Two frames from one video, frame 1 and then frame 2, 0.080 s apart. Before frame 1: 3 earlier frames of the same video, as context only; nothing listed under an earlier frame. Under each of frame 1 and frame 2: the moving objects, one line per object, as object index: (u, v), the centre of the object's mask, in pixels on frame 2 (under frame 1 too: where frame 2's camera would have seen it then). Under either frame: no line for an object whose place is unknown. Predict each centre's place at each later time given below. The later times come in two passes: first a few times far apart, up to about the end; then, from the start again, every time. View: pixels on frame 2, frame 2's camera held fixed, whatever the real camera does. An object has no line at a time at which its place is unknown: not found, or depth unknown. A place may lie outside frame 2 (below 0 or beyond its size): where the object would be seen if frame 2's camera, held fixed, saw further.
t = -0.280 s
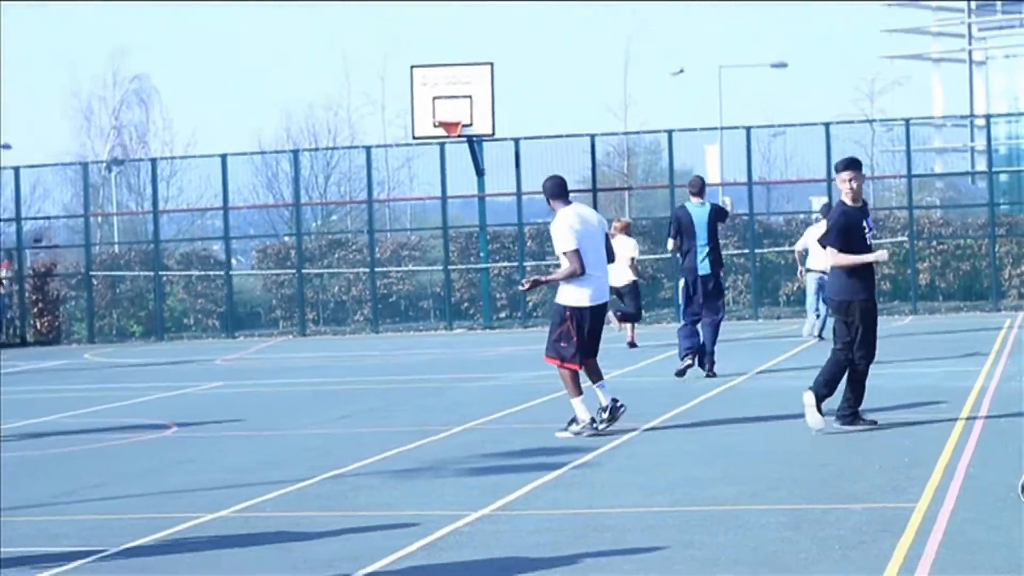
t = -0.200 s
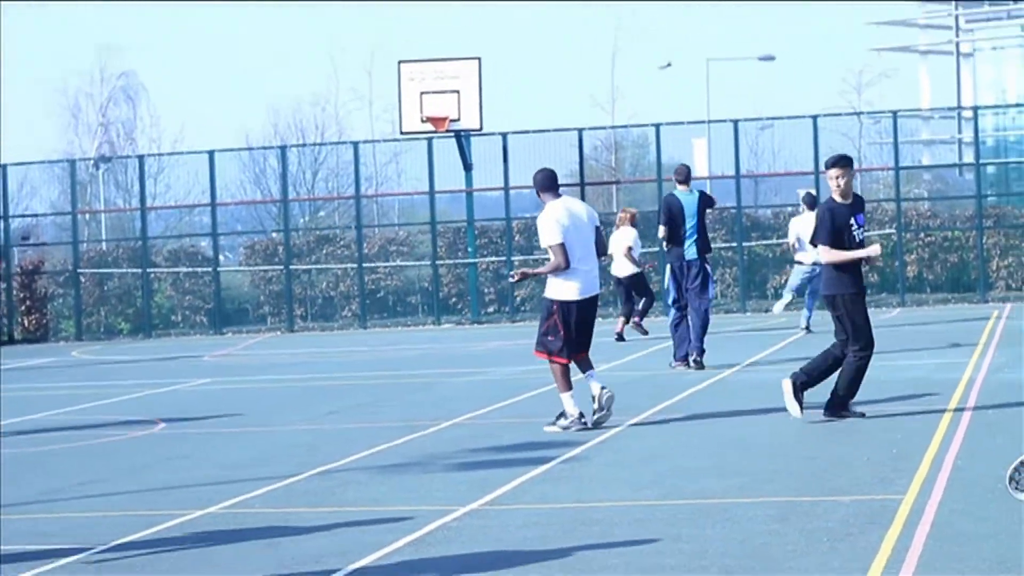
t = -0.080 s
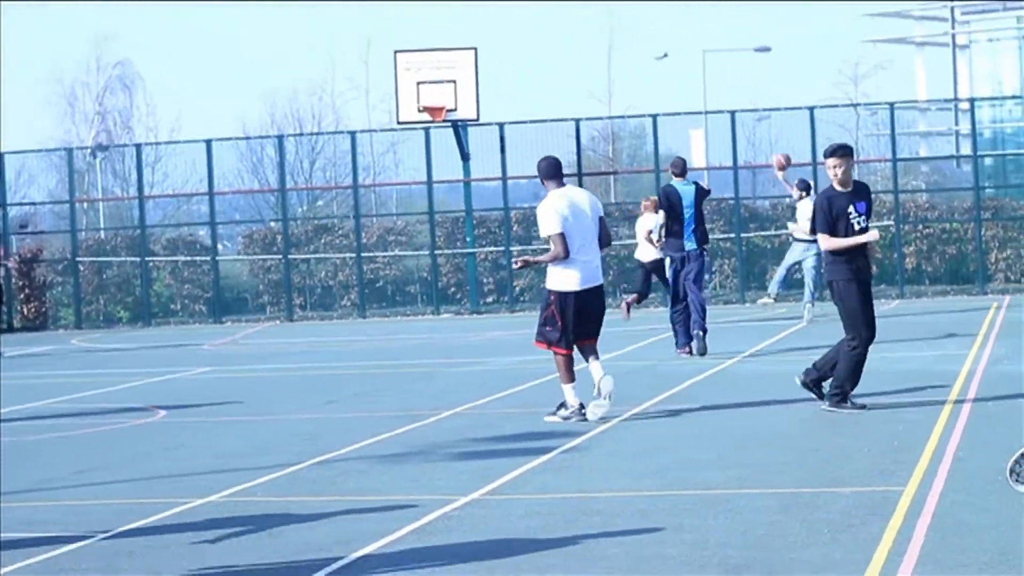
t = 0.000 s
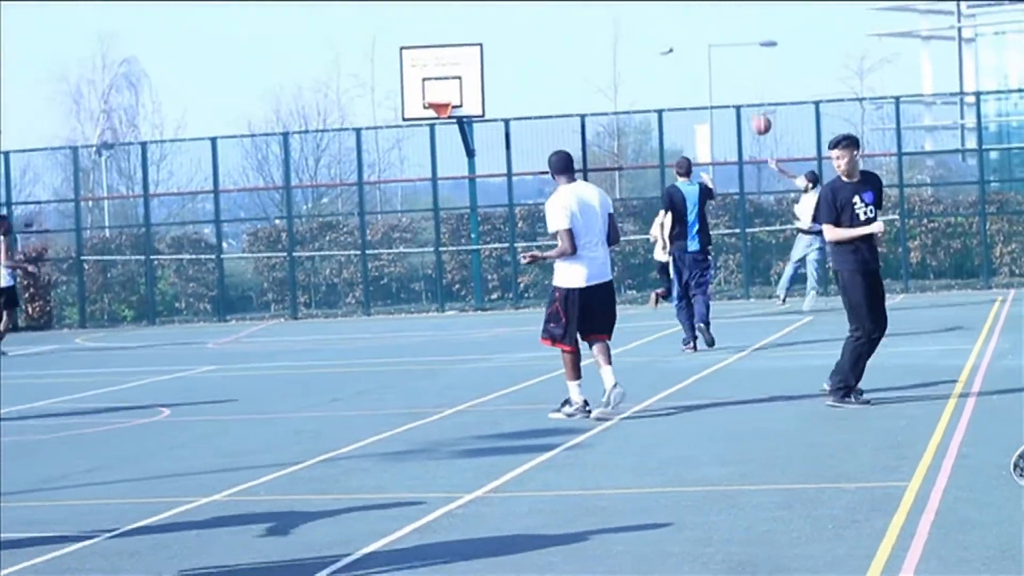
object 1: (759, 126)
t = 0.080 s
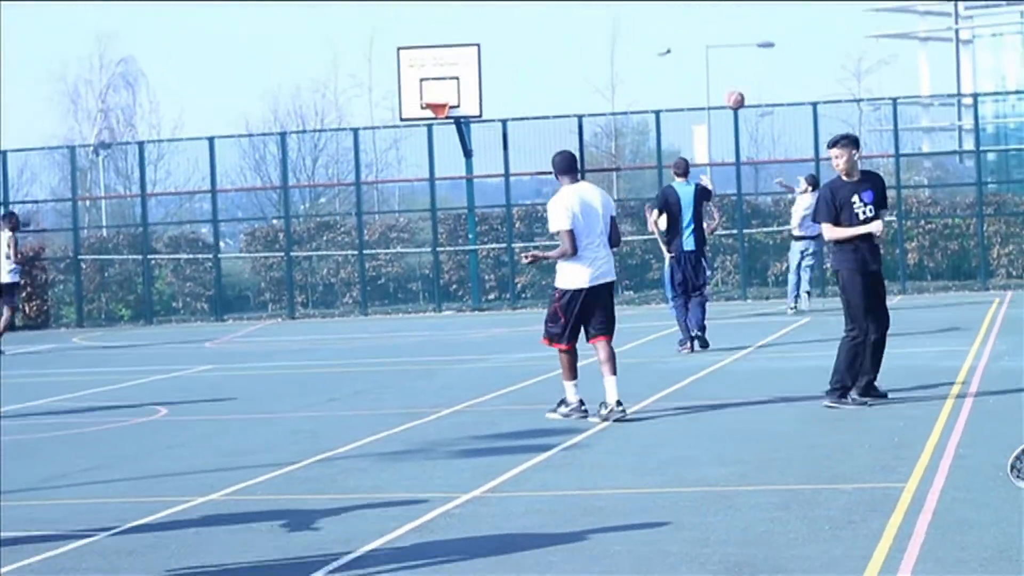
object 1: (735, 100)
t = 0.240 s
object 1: (687, 65)
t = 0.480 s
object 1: (620, 51)
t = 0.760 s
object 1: (544, 94)
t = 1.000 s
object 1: (484, 180)
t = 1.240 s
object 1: (427, 312)
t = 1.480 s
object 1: (392, 235)
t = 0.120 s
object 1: (723, 89)
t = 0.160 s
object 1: (711, 80)
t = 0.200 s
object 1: (699, 73)
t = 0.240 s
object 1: (687, 65)
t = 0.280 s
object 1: (675, 59)
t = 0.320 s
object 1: (665, 55)
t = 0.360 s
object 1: (655, 52)
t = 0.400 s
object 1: (642, 50)
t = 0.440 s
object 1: (631, 50)
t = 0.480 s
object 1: (620, 51)
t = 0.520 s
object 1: (610, 53)
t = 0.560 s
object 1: (598, 57)
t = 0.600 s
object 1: (587, 62)
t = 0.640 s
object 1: (577, 68)
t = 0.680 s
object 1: (566, 76)
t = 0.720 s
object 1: (555, 84)
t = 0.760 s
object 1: (544, 94)
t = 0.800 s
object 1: (534, 105)
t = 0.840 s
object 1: (525, 118)
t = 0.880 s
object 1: (513, 131)
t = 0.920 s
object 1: (503, 146)
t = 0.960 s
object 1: (494, 163)
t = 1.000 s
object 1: (484, 180)
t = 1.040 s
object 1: (474, 199)
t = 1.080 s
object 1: (463, 220)
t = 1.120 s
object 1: (454, 240)
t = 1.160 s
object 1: (445, 263)
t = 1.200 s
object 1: (435, 287)
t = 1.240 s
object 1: (427, 312)
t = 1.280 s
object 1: (421, 316)
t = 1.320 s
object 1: (414, 297)
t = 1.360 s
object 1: (408, 280)
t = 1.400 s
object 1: (403, 263)
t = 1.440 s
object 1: (398, 248)
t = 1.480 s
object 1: (392, 235)
